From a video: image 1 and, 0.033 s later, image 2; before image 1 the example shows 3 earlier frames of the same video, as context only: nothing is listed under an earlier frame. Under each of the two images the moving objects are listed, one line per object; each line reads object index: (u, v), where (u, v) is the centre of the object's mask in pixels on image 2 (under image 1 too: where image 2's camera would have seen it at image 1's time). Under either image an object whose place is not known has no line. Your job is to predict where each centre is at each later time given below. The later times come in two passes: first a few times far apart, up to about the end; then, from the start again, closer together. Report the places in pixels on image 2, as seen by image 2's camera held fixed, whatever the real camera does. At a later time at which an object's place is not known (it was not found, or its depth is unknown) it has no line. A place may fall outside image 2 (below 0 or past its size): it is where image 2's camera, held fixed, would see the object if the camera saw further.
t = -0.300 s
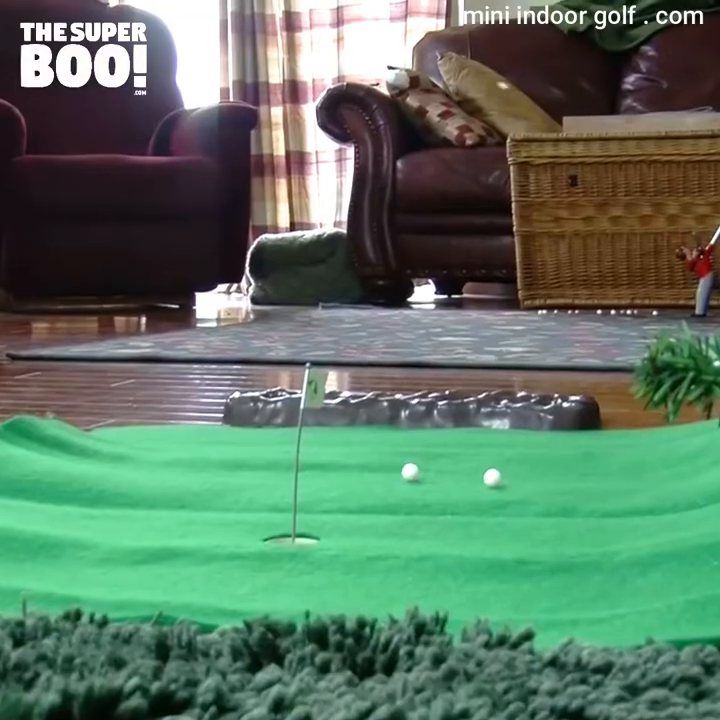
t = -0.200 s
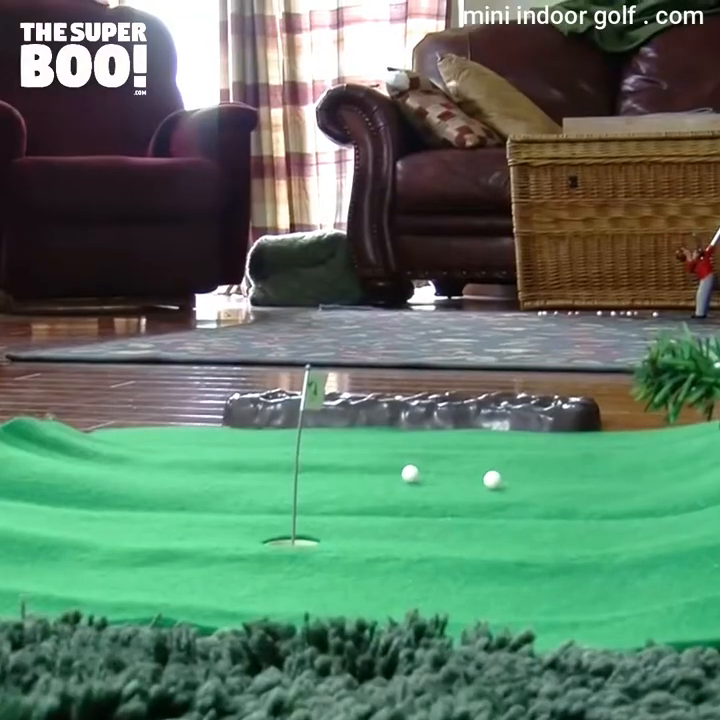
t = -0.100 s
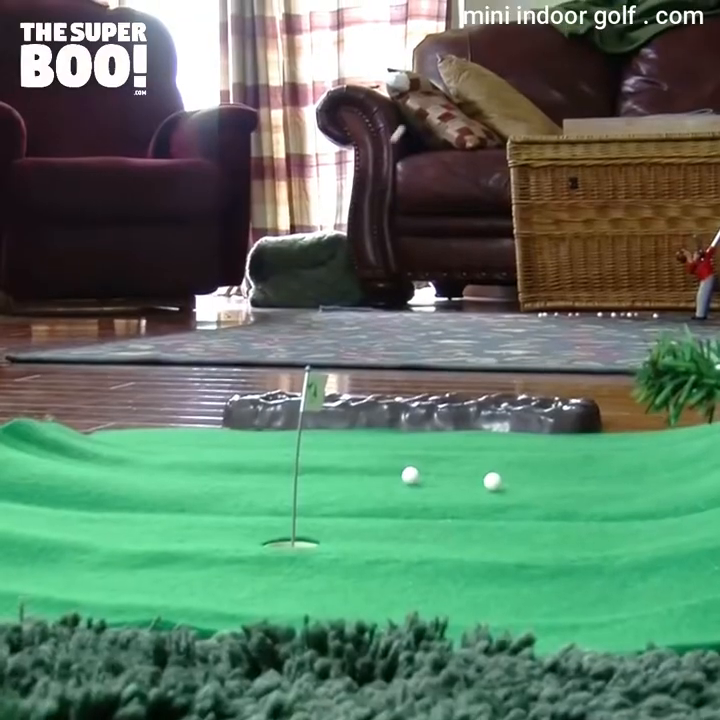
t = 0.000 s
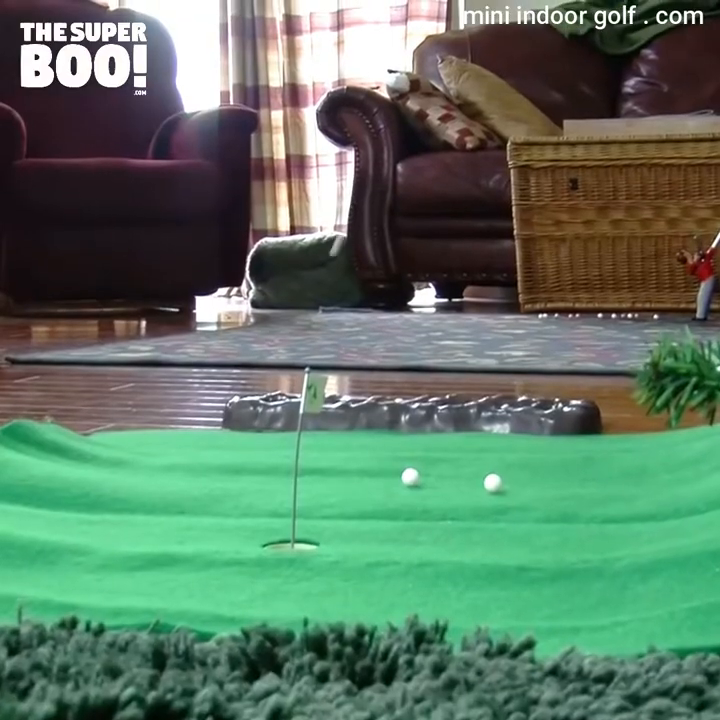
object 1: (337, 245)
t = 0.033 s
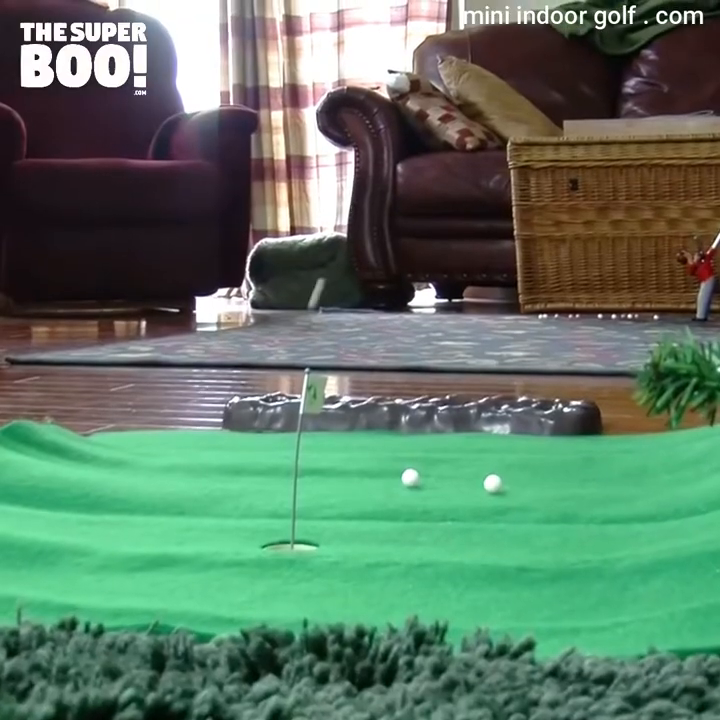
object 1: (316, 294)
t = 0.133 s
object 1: (256, 363)
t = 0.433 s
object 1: (118, 420)
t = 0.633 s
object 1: (70, 428)
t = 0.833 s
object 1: (74, 430)
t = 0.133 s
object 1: (256, 363)
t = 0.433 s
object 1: (118, 420)
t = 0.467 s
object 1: (112, 416)
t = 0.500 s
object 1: (104, 421)
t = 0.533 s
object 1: (96, 432)
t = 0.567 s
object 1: (87, 430)
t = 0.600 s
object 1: (77, 431)
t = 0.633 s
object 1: (70, 428)
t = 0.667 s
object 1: (67, 425)
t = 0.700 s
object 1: (66, 425)
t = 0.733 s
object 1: (65, 425)
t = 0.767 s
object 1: (67, 425)
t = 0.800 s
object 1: (70, 427)
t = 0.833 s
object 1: (74, 430)
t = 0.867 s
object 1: (80, 432)
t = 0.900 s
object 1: (88, 433)
